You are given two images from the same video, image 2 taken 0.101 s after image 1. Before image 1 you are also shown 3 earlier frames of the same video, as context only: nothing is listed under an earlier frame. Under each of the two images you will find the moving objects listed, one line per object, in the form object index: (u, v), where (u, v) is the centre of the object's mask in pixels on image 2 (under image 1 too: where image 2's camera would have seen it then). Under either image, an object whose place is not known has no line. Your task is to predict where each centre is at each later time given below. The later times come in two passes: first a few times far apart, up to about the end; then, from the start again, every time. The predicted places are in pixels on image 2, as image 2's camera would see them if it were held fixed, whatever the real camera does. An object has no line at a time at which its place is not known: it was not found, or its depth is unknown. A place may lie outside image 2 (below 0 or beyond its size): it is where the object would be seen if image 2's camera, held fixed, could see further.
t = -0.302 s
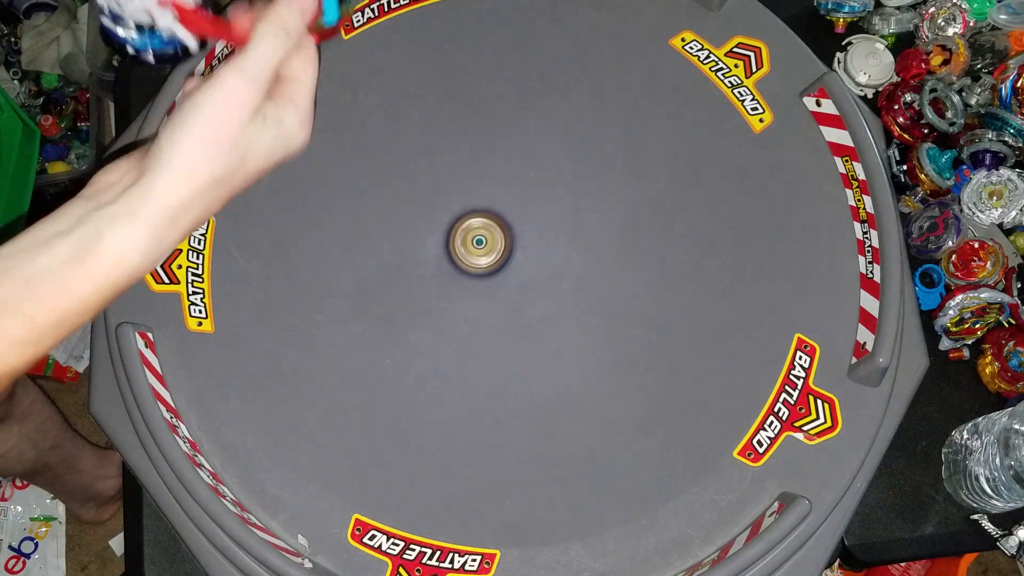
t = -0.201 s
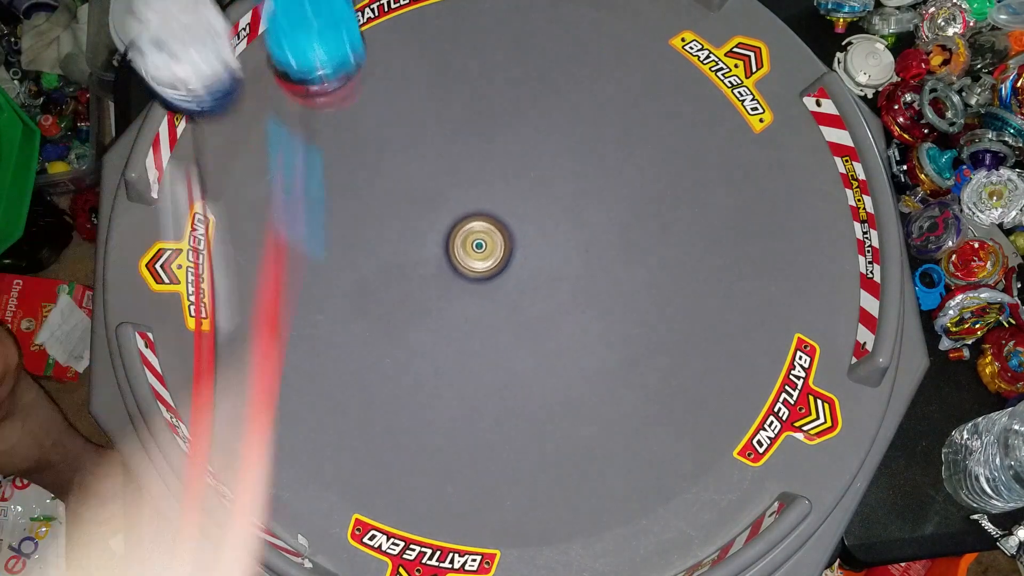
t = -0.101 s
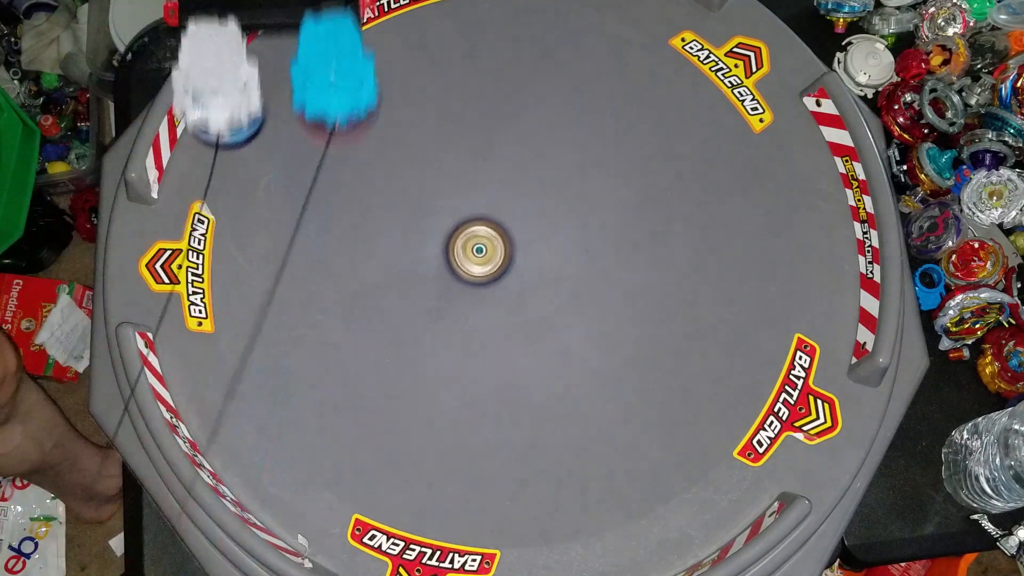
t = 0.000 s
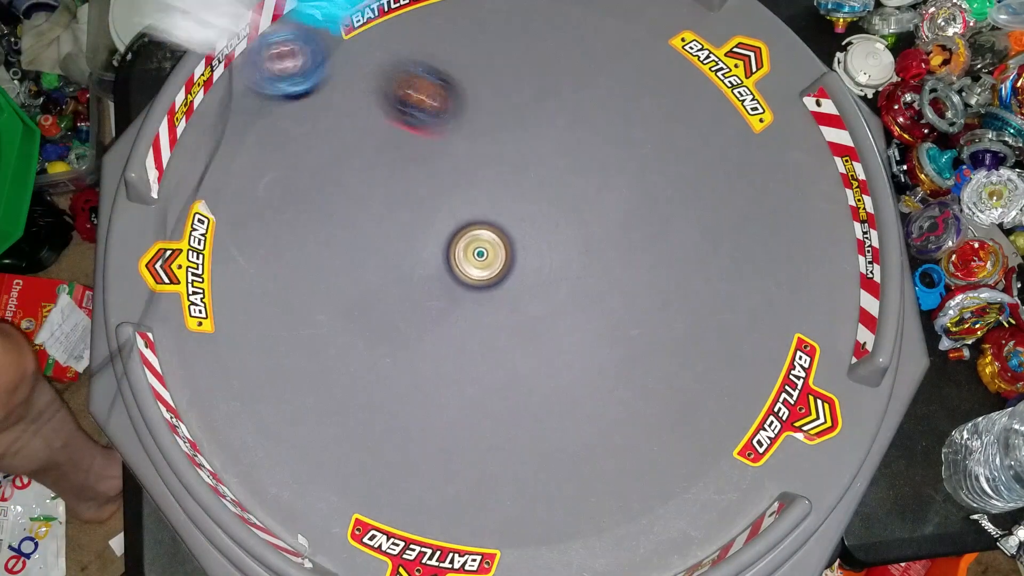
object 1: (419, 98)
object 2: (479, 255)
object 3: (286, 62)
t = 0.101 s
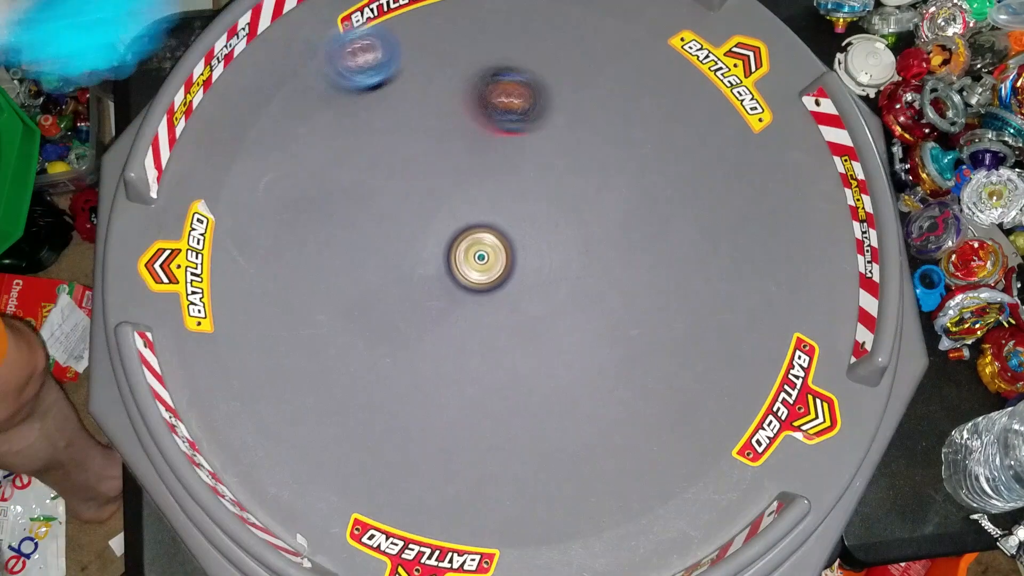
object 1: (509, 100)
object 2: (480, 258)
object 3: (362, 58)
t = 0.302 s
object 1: (644, 135)
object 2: (482, 263)
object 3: (520, 51)
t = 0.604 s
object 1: (707, 171)
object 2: (494, 270)
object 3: (579, 83)
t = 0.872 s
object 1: (720, 210)
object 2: (505, 269)
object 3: (494, 91)
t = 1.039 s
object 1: (676, 173)
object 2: (511, 267)
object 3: (495, 114)
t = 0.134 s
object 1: (536, 104)
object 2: (481, 259)
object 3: (390, 51)
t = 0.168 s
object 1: (561, 115)
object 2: (481, 261)
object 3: (416, 48)
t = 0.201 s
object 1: (586, 121)
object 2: (481, 261)
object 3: (444, 46)
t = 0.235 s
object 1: (608, 121)
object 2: (482, 262)
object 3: (471, 46)
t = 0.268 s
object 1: (627, 129)
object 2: (482, 263)
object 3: (497, 48)
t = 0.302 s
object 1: (644, 135)
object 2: (482, 263)
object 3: (520, 51)
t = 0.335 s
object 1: (658, 139)
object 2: (483, 264)
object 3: (541, 57)
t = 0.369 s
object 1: (670, 141)
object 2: (484, 265)
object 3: (559, 63)
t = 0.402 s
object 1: (677, 144)
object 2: (485, 265)
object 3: (575, 70)
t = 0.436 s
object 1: (682, 144)
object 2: (486, 266)
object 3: (589, 77)
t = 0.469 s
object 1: (682, 144)
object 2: (488, 267)
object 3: (600, 85)
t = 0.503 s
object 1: (680, 144)
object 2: (489, 268)
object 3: (610, 91)
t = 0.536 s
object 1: (676, 143)
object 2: (491, 268)
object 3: (615, 97)
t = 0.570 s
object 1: (691, 157)
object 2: (492, 269)
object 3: (599, 90)
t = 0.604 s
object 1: (707, 171)
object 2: (494, 270)
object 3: (579, 83)
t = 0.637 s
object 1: (721, 182)
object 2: (496, 270)
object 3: (561, 78)
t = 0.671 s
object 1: (728, 194)
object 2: (497, 270)
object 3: (546, 75)
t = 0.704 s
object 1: (734, 200)
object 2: (499, 270)
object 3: (532, 75)
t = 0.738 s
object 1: (735, 206)
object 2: (500, 270)
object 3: (520, 76)
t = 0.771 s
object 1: (734, 210)
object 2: (501, 270)
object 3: (510, 78)
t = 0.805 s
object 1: (732, 213)
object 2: (502, 270)
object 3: (503, 82)
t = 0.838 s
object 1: (726, 212)
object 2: (504, 270)
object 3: (497, 86)
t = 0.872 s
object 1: (720, 210)
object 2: (505, 269)
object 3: (494, 91)
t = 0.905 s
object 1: (711, 205)
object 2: (507, 269)
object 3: (491, 96)
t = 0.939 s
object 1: (702, 199)
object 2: (508, 269)
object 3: (491, 101)
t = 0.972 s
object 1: (693, 192)
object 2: (509, 268)
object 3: (492, 106)
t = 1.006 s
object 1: (685, 183)
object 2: (510, 267)
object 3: (493, 110)
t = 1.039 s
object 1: (676, 173)
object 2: (511, 267)
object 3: (495, 114)
